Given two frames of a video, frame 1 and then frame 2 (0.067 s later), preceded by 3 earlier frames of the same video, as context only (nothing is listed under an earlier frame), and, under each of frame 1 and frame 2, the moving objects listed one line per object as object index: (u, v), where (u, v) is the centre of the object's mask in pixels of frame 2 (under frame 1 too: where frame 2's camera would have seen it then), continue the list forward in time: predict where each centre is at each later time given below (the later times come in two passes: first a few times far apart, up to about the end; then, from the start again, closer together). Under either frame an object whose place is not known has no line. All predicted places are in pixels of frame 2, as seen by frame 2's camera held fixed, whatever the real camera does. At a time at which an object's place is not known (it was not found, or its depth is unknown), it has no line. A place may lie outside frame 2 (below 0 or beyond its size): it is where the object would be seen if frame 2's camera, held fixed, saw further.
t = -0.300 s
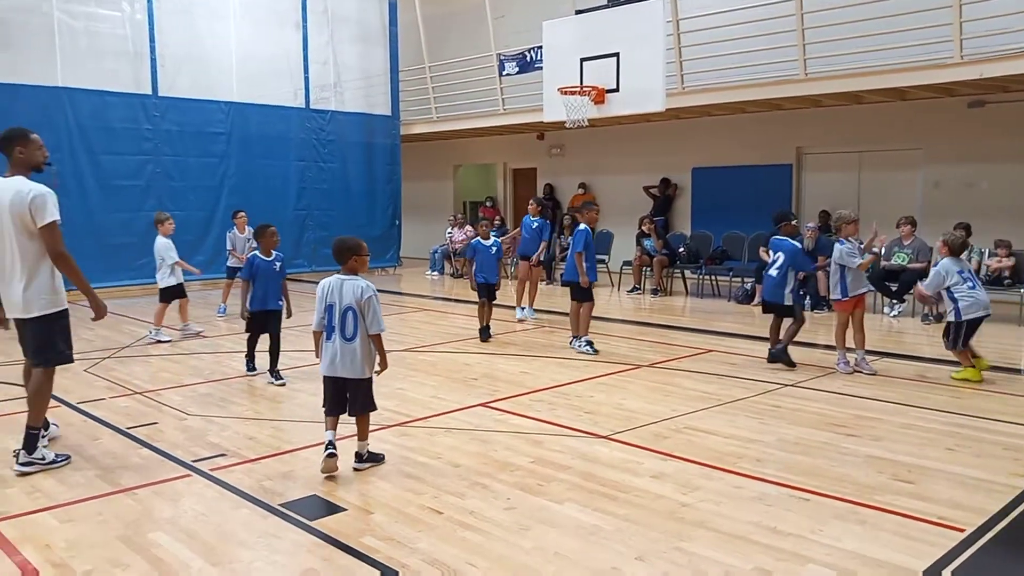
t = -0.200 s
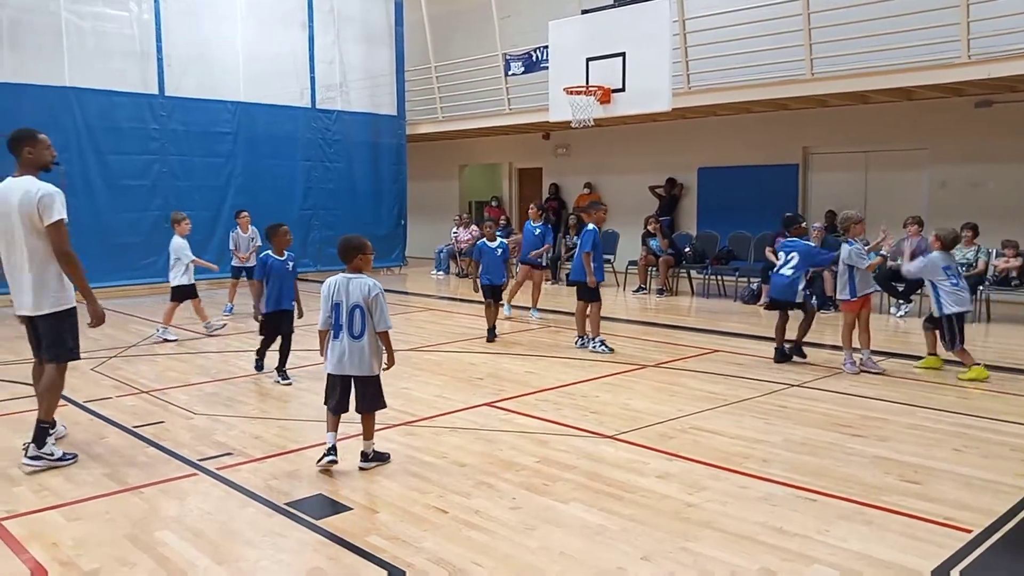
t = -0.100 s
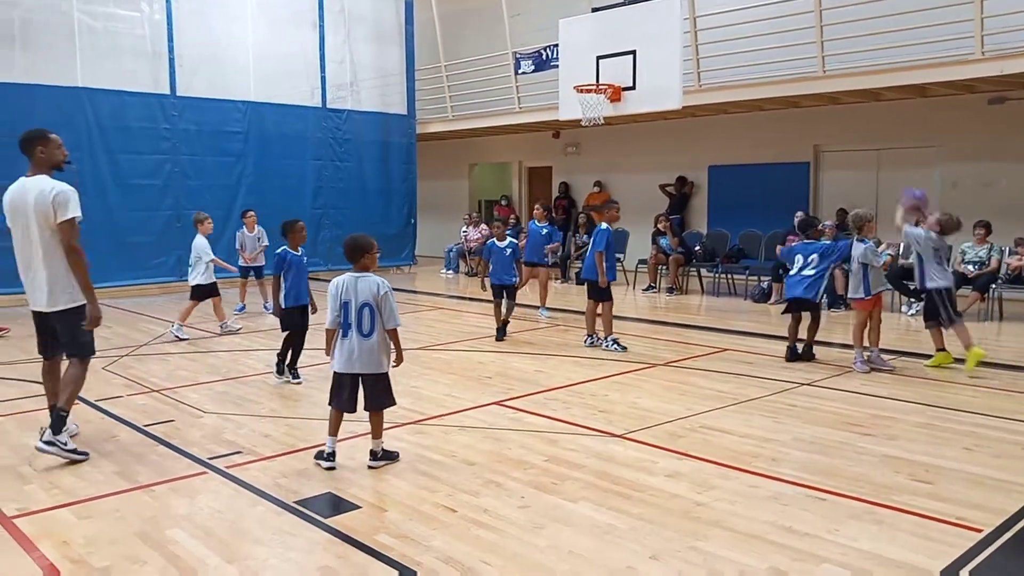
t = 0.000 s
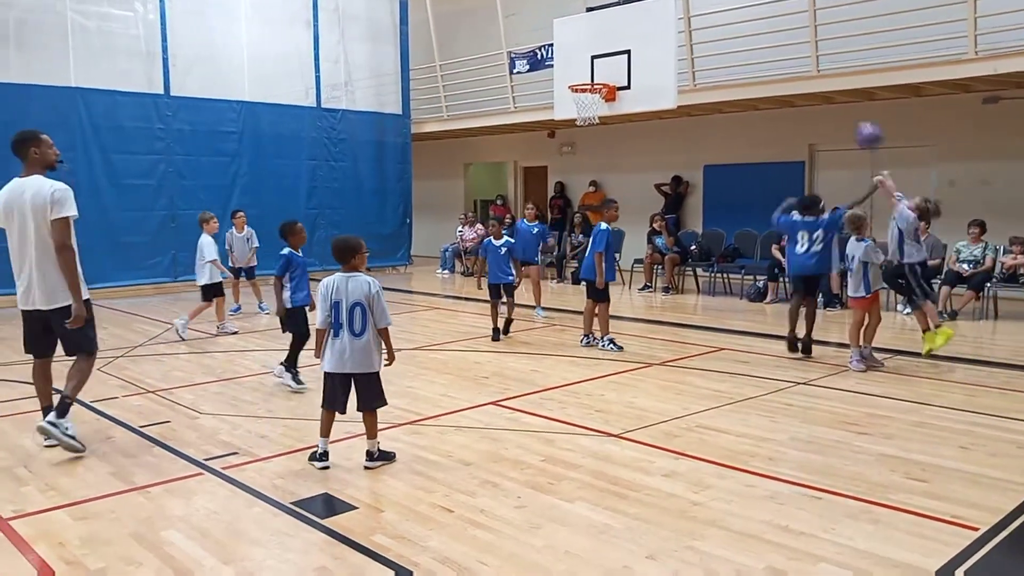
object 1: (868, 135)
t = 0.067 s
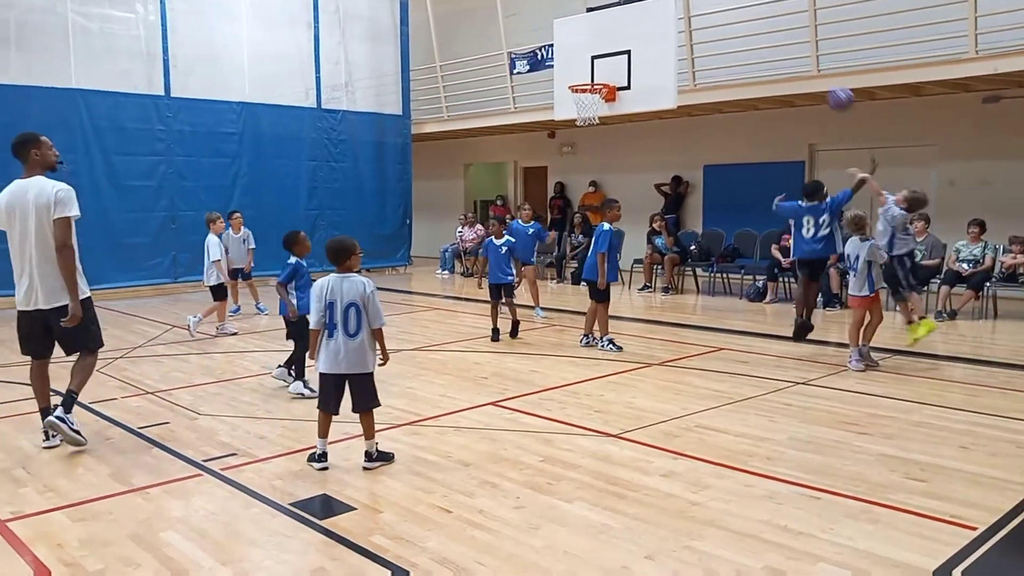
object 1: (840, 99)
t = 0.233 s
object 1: (775, 33)
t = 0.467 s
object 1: (693, 0)
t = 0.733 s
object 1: (617, 21)
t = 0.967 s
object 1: (559, 89)
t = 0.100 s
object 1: (826, 82)
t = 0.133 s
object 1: (813, 69)
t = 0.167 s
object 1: (800, 55)
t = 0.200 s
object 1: (787, 43)
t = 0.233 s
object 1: (775, 33)
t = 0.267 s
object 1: (762, 25)
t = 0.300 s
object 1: (750, 17)
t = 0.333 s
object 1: (739, 10)
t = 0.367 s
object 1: (727, 5)
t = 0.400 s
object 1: (716, 3)
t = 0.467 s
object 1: (693, 0)
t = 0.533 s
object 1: (673, -1)
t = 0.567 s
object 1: (663, -1)
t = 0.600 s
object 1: (654, 1)
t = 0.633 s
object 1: (644, 4)
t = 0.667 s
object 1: (635, 9)
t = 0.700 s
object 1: (626, 15)
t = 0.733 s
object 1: (617, 21)
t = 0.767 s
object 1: (608, 28)
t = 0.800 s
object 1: (599, 37)
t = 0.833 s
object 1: (591, 46)
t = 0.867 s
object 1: (582, 56)
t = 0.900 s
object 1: (575, 66)
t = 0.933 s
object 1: (567, 77)
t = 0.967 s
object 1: (559, 89)
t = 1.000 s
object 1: (552, 101)
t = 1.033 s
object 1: (545, 113)
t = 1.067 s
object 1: (538, 127)
